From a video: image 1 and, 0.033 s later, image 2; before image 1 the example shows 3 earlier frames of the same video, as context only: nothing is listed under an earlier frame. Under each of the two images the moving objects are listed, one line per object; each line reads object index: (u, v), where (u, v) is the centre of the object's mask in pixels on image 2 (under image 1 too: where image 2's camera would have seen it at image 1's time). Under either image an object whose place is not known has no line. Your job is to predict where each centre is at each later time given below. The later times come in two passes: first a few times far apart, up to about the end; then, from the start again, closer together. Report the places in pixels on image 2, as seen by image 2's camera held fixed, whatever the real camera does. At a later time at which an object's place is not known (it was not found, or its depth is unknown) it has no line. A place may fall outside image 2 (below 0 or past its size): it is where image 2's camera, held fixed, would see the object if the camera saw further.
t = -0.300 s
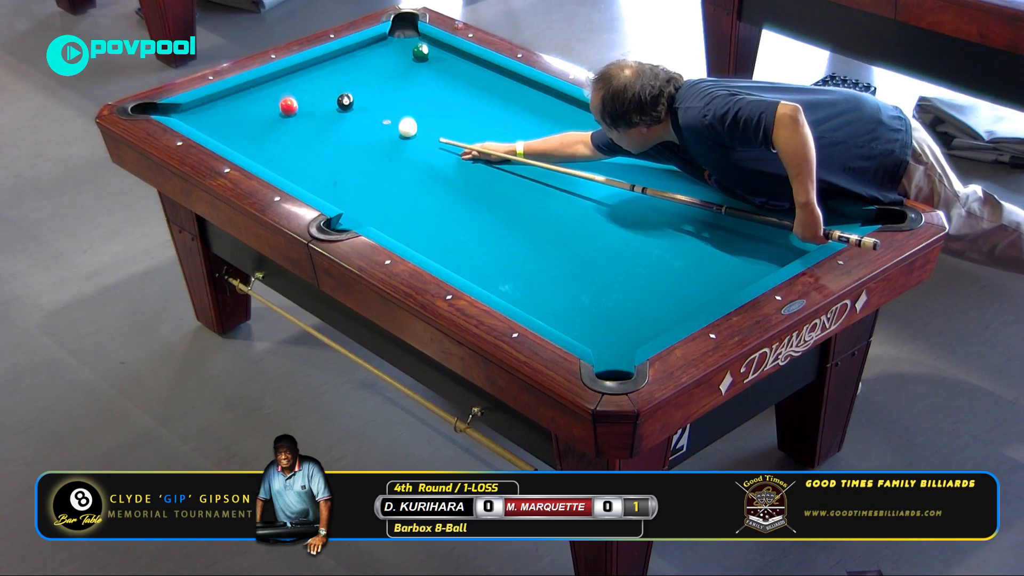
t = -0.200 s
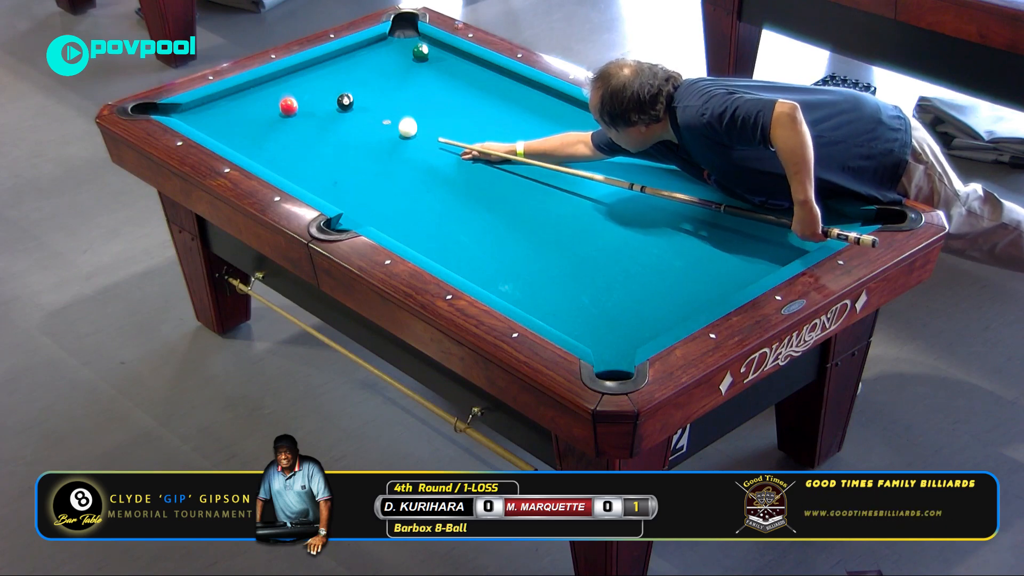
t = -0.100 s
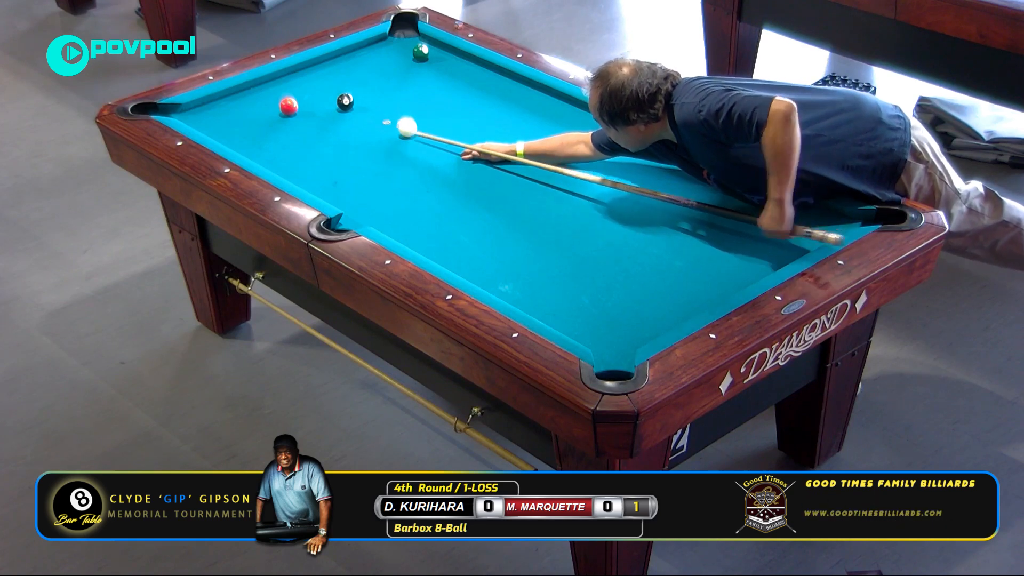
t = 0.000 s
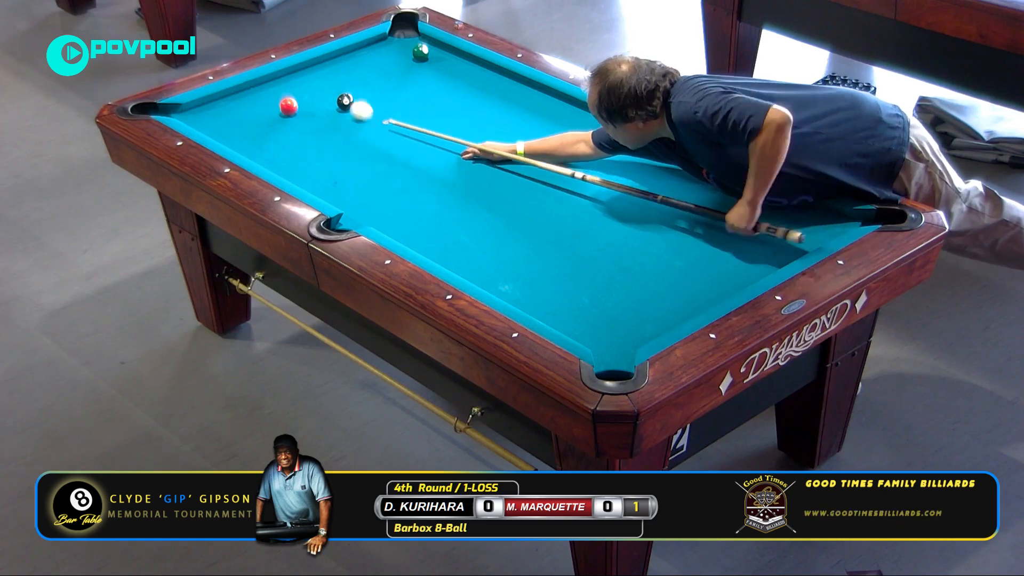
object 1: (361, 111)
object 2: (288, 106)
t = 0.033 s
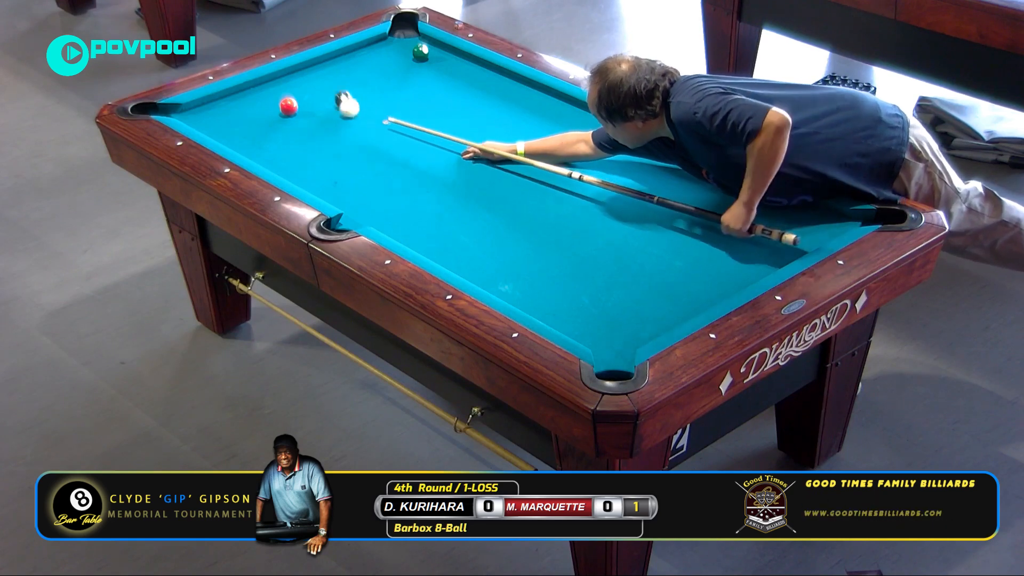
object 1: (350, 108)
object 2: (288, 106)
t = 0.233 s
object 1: (313, 114)
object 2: (288, 106)
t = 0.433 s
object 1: (279, 120)
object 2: (289, 106)
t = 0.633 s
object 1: (245, 126)
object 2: (288, 106)
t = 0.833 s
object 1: (213, 130)
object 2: (288, 106)
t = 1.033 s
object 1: (219, 128)
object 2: (288, 106)
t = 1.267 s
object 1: (233, 124)
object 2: (288, 106)
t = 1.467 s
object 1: (243, 121)
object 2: (288, 106)
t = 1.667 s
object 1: (253, 117)
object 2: (288, 106)
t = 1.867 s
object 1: (262, 115)
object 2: (288, 106)
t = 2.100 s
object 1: (270, 112)
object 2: (288, 106)
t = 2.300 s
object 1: (273, 110)
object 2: (291, 106)
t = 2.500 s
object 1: (273, 110)
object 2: (294, 105)
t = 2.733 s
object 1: (273, 110)
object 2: (296, 104)
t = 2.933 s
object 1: (273, 110)
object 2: (297, 103)
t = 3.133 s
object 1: (273, 110)
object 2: (298, 103)
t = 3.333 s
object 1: (273, 110)
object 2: (298, 103)
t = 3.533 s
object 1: (273, 110)
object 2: (298, 103)
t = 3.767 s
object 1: (273, 110)
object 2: (298, 103)
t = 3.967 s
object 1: (273, 110)
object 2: (298, 103)
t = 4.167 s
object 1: (273, 110)
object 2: (298, 103)
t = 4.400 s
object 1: (273, 110)
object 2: (298, 103)
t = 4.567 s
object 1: (273, 110)
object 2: (298, 103)
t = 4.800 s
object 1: (273, 110)
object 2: (298, 103)
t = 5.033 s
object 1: (273, 110)
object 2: (298, 103)
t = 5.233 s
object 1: (273, 110)
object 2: (298, 103)
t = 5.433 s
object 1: (273, 110)
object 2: (298, 103)
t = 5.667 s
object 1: (273, 110)
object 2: (298, 103)
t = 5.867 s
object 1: (273, 110)
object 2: (298, 103)
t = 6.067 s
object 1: (273, 110)
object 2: (298, 103)
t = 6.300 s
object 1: (273, 110)
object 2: (298, 103)
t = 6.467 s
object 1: (273, 110)
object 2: (298, 103)
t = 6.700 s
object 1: (273, 110)
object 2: (298, 103)
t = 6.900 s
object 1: (273, 110)
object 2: (298, 103)
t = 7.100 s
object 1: (273, 110)
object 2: (298, 103)
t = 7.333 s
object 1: (273, 110)
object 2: (298, 103)
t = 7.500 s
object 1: (273, 110)
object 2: (298, 103)
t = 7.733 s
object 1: (273, 110)
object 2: (298, 103)
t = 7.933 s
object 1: (273, 110)
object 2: (298, 103)
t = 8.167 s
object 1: (273, 110)
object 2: (298, 103)
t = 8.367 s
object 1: (273, 110)
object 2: (298, 103)
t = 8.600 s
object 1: (273, 110)
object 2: (298, 103)
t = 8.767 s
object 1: (273, 110)
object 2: (297, 103)
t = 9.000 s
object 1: (273, 110)
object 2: (297, 103)
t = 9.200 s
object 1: (273, 110)
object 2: (298, 103)
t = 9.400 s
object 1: (273, 110)
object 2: (298, 103)
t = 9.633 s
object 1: (273, 110)
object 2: (298, 103)
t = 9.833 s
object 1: (273, 110)
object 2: (298, 103)
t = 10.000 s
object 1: (273, 110)
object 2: (298, 103)
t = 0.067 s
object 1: (342, 109)
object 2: (288, 106)
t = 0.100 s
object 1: (336, 110)
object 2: (288, 106)
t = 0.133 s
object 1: (330, 111)
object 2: (288, 106)
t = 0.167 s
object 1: (324, 112)
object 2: (288, 106)
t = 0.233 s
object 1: (313, 114)
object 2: (288, 106)
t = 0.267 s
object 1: (307, 115)
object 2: (288, 106)
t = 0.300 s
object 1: (302, 116)
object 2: (288, 106)
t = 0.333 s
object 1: (296, 117)
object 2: (287, 105)
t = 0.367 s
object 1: (290, 118)
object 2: (288, 104)
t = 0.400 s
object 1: (285, 119)
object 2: (289, 105)
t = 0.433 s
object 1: (279, 120)
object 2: (289, 106)
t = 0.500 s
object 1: (268, 122)
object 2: (288, 106)
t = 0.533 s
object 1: (262, 123)
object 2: (288, 106)
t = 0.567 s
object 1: (257, 124)
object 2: (288, 106)
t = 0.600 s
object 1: (251, 125)
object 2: (288, 106)
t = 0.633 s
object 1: (245, 126)
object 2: (288, 106)
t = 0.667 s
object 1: (240, 127)
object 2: (288, 106)
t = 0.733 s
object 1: (229, 128)
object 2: (288, 106)
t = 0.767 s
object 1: (223, 129)
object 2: (288, 106)
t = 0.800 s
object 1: (218, 130)
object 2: (288, 106)
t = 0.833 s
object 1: (213, 130)
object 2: (288, 106)
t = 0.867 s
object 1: (209, 130)
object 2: (288, 106)
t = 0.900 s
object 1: (211, 130)
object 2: (288, 106)
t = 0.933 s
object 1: (213, 129)
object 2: (288, 106)
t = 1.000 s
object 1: (217, 129)
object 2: (288, 106)
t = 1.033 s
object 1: (219, 128)
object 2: (288, 106)
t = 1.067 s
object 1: (221, 128)
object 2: (288, 106)
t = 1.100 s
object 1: (223, 127)
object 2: (288, 106)
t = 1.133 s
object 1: (225, 126)
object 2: (288, 106)
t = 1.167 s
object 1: (227, 126)
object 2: (288, 106)
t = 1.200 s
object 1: (229, 125)
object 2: (288, 106)
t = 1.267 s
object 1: (233, 124)
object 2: (288, 106)
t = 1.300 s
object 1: (234, 123)
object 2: (288, 106)
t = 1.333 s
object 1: (236, 123)
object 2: (288, 106)
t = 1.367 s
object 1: (238, 122)
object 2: (288, 106)
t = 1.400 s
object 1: (240, 121)
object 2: (288, 106)
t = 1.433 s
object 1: (241, 121)
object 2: (288, 106)
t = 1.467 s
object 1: (243, 121)
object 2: (288, 106)
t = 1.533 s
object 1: (247, 119)
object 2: (288, 106)
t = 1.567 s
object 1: (248, 119)
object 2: (288, 106)
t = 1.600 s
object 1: (250, 118)
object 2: (288, 106)
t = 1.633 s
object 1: (252, 118)
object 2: (288, 106)
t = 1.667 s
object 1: (253, 117)
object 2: (288, 106)
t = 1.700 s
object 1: (254, 117)
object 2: (288, 106)
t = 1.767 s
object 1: (258, 116)
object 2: (288, 106)
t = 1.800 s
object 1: (259, 116)
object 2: (288, 106)
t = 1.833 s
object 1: (260, 115)
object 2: (288, 106)
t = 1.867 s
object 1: (262, 115)
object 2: (288, 106)
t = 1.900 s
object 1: (263, 114)
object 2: (288, 106)
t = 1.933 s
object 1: (264, 114)
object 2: (288, 106)
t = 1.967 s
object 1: (266, 113)
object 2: (288, 106)
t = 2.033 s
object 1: (268, 112)
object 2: (288, 106)
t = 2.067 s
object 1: (269, 112)
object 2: (288, 106)
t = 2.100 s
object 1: (270, 112)
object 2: (288, 106)
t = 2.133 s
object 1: (271, 111)
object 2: (289, 106)
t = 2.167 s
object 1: (272, 111)
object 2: (289, 106)
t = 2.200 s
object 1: (272, 111)
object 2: (289, 106)
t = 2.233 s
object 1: (272, 110)
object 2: (290, 106)
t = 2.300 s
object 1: (273, 110)
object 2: (291, 106)
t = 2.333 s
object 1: (273, 110)
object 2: (291, 106)
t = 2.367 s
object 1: (273, 110)
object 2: (292, 105)
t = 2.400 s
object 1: (273, 110)
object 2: (292, 105)
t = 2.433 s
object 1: (273, 110)
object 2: (293, 105)
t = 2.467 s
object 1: (273, 110)
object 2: (293, 105)
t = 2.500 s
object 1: (273, 110)
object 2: (294, 105)
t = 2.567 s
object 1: (273, 110)
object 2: (294, 104)
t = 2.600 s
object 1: (273, 110)
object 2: (295, 104)
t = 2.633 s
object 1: (273, 110)
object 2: (295, 104)
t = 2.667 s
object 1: (273, 110)
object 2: (295, 104)
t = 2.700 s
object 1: (273, 110)
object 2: (296, 104)
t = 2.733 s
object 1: (273, 110)
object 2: (296, 104)
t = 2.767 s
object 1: (273, 110)
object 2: (296, 103)
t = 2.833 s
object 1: (273, 110)
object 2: (296, 103)
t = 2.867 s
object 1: (273, 110)
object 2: (297, 103)
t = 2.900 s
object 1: (273, 110)
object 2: (297, 103)
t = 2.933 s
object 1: (273, 110)
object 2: (297, 103)
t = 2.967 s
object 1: (273, 110)
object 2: (297, 103)
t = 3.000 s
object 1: (273, 110)
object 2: (297, 103)
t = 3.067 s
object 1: (273, 110)
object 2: (298, 103)
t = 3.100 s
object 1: (273, 110)
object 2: (298, 103)
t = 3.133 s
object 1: (273, 110)
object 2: (298, 103)
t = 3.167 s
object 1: (273, 110)
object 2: (298, 103)
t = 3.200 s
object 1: (273, 110)
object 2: (298, 103)
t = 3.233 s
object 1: (273, 110)
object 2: (298, 103)
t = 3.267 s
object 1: (273, 110)
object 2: (298, 103)
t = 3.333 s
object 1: (273, 110)
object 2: (298, 103)
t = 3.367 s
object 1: (273, 110)
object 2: (298, 103)
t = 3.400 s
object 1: (273, 110)
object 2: (298, 103)
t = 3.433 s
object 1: (273, 110)
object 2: (298, 103)
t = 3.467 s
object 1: (273, 110)
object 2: (298, 103)
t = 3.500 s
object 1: (273, 110)
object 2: (298, 103)
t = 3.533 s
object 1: (273, 110)
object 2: (298, 103)
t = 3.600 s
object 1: (273, 110)
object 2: (298, 103)
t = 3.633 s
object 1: (273, 110)
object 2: (298, 103)
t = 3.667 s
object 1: (273, 110)
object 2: (298, 103)
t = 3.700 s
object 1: (273, 110)
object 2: (298, 103)
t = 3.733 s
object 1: (273, 110)
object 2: (298, 103)
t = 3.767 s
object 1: (273, 110)
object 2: (298, 103)
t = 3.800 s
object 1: (273, 110)
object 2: (298, 103)
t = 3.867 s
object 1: (273, 110)
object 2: (298, 103)
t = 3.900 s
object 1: (273, 110)
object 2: (298, 103)
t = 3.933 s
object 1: (273, 110)
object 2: (298, 103)
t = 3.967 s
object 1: (273, 110)
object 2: (298, 103)
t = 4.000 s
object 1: (273, 110)
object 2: (298, 103)
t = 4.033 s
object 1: (273, 110)
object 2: (298, 103)
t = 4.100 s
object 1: (273, 110)
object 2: (298, 103)
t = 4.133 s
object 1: (273, 110)
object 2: (298, 103)
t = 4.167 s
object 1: (273, 110)
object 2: (298, 103)
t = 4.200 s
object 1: (273, 110)
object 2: (298, 103)
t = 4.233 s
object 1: (273, 110)
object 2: (298, 103)
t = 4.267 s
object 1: (273, 110)
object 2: (298, 103)
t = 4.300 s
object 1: (273, 110)
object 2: (298, 103)
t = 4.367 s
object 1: (273, 110)
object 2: (298, 103)
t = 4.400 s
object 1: (273, 110)
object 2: (298, 103)
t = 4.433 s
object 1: (273, 110)
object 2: (298, 103)
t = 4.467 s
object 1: (273, 110)
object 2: (298, 103)
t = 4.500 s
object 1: (273, 110)
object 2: (298, 103)
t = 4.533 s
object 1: (273, 110)
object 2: (298, 103)
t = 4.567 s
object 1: (273, 110)
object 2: (298, 103)
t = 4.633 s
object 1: (273, 110)
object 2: (298, 103)
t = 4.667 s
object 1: (273, 110)
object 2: (298, 103)
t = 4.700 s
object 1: (273, 110)
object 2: (298, 103)
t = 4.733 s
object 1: (273, 110)
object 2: (298, 103)
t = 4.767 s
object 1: (273, 110)
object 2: (298, 103)
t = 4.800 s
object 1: (273, 110)
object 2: (298, 103)
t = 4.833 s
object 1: (273, 110)
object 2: (298, 103)
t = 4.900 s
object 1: (273, 110)
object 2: (298, 103)
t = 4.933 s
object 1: (273, 110)
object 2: (298, 103)
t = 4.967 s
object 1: (273, 110)
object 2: (298, 103)
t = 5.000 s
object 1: (273, 110)
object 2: (298, 103)
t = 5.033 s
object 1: (273, 110)
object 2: (298, 103)
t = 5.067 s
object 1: (273, 110)
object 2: (298, 103)
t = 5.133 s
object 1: (273, 110)
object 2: (298, 103)
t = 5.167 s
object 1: (273, 110)
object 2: (298, 103)
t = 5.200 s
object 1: (273, 110)
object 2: (298, 103)
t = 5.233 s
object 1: (273, 110)
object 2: (298, 103)
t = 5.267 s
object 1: (273, 110)
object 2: (298, 103)
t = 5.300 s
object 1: (273, 110)
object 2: (298, 103)
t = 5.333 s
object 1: (273, 110)
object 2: (298, 103)
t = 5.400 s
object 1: (273, 110)
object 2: (298, 103)
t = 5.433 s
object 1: (273, 110)
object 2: (298, 103)
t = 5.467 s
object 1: (273, 110)
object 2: (298, 103)
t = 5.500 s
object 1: (273, 110)
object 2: (298, 103)
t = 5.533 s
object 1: (273, 110)
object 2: (298, 103)
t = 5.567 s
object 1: (273, 110)
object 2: (298, 103)
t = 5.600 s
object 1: (273, 110)
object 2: (298, 103)
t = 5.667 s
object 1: (273, 110)
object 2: (298, 103)
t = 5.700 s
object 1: (273, 110)
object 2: (298, 103)
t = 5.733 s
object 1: (273, 110)
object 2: (298, 103)
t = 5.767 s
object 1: (273, 110)
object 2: (298, 103)
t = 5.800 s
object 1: (273, 110)
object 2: (298, 103)
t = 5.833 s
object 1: (273, 110)
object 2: (298, 103)
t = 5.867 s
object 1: (273, 110)
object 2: (298, 103)
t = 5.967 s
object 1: (273, 110)
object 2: (298, 103)
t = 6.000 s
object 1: (273, 110)
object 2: (298, 103)
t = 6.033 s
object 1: (273, 110)
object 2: (298, 103)
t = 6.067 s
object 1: (273, 110)
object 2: (298, 103)
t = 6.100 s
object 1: (273, 110)
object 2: (298, 103)
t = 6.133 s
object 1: (273, 110)
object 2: (298, 103)
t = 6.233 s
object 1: (273, 110)
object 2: (298, 103)
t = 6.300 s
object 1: (273, 110)
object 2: (298, 103)
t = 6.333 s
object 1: (273, 110)
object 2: (298, 103)
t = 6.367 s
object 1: (273, 110)
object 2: (298, 103)
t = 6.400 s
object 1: (273, 110)
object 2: (298, 103)
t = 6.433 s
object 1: (273, 110)
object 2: (298, 103)
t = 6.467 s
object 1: (273, 110)
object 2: (298, 103)
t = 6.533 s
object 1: (273, 110)
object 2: (298, 103)
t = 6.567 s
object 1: (273, 110)
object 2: (298, 103)
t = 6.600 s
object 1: (273, 110)
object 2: (298, 103)
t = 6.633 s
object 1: (273, 110)
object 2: (298, 103)
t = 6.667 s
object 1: (273, 110)
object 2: (298, 103)
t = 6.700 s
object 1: (273, 110)
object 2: (298, 103)
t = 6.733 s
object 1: (273, 110)
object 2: (298, 103)
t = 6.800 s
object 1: (273, 110)
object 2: (298, 103)
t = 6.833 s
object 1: (273, 110)
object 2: (298, 103)
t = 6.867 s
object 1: (273, 110)
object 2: (298, 103)
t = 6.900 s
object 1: (273, 110)
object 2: (298, 103)
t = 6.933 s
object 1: (273, 110)
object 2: (298, 103)
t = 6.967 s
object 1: (273, 110)
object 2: (298, 103)
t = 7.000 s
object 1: (273, 110)
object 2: (298, 103)
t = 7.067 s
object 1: (273, 110)
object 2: (298, 103)
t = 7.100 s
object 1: (273, 110)
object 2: (298, 103)
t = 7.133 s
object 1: (273, 110)
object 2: (298, 103)
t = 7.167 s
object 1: (273, 110)
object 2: (298, 103)
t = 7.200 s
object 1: (273, 110)
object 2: (298, 103)
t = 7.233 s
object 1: (273, 110)
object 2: (298, 103)
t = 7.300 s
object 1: (273, 110)
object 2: (298, 103)
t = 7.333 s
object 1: (273, 110)
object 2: (298, 103)
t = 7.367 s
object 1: (273, 110)
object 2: (298, 103)
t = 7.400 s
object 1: (273, 110)
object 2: (298, 103)
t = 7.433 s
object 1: (273, 110)
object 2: (298, 103)
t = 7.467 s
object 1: (273, 110)
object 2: (298, 103)
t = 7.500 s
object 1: (273, 110)
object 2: (298, 103)
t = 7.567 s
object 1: (273, 110)
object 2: (298, 103)
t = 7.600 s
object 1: (273, 110)
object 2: (298, 103)
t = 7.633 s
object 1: (273, 110)
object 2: (298, 103)
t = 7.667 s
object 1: (273, 110)
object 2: (298, 103)
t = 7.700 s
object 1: (273, 110)
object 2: (298, 103)
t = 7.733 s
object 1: (273, 110)
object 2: (298, 103)
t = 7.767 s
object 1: (273, 110)
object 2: (298, 103)
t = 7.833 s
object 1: (273, 110)
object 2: (298, 103)
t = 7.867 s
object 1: (273, 110)
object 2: (298, 103)
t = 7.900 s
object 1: (273, 110)
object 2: (298, 103)
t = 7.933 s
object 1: (273, 110)
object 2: (298, 103)
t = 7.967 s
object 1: (273, 110)
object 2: (298, 103)
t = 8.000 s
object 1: (273, 110)
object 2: (298, 103)
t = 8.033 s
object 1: (273, 110)
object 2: (298, 103)
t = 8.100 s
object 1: (273, 110)
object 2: (298, 103)
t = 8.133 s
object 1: (273, 110)
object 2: (298, 103)
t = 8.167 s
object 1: (273, 110)
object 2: (298, 103)
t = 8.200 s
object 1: (273, 110)
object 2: (298, 103)
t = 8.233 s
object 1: (273, 110)
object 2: (298, 103)
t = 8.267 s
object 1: (273, 110)
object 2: (298, 103)
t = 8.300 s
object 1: (273, 110)
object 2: (298, 103)
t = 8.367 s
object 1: (273, 110)
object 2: (298, 103)
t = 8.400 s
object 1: (273, 110)
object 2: (298, 103)
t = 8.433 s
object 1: (273, 110)
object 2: (298, 103)
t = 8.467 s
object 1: (273, 110)
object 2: (298, 103)
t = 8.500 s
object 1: (273, 110)
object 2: (298, 103)
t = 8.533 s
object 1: (273, 110)
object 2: (298, 103)
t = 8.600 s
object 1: (273, 110)
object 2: (298, 103)
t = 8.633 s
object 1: (273, 110)
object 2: (298, 103)
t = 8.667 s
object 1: (273, 110)
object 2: (298, 103)
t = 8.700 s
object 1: (273, 110)
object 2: (297, 103)
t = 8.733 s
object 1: (273, 110)
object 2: (297, 103)
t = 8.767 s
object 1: (273, 110)
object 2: (297, 103)
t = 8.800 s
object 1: (273, 110)
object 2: (297, 103)
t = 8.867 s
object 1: (273, 110)
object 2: (297, 103)
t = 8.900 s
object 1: (273, 110)
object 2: (297, 103)
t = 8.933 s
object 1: (273, 110)
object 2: (297, 103)
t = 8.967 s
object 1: (273, 110)
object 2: (297, 103)
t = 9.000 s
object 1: (273, 110)
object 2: (297, 103)
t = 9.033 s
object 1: (273, 110)
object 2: (297, 103)
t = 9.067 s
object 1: (273, 110)
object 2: (297, 103)
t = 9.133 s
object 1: (273, 110)
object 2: (297, 103)
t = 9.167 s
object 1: (273, 110)
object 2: (298, 103)
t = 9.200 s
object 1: (273, 110)
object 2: (298, 103)
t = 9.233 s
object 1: (273, 110)
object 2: (298, 103)
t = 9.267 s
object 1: (273, 110)
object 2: (298, 103)
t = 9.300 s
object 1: (273, 110)
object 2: (298, 103)
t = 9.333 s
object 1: (273, 110)
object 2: (298, 103)
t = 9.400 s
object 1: (273, 110)
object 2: (298, 103)
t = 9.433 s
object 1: (273, 110)
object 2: (298, 103)
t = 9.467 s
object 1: (273, 110)
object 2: (298, 103)
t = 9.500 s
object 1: (273, 110)
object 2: (298, 103)
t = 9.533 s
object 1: (273, 110)
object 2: (298, 103)
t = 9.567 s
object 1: (273, 110)
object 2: (298, 103)
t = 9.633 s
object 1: (273, 110)
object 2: (298, 103)
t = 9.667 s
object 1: (273, 110)
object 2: (298, 103)
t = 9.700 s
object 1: (273, 110)
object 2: (298, 103)
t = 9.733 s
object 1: (273, 110)
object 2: (298, 103)
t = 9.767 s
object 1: (273, 110)
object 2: (298, 103)
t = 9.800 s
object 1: (273, 110)
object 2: (298, 103)
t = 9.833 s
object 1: (273, 110)
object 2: (298, 103)
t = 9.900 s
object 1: (273, 110)
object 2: (298, 103)
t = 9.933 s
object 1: (273, 110)
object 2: (298, 103)
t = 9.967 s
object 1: (273, 110)
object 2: (298, 103)
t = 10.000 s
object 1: (273, 110)
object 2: (298, 103)
